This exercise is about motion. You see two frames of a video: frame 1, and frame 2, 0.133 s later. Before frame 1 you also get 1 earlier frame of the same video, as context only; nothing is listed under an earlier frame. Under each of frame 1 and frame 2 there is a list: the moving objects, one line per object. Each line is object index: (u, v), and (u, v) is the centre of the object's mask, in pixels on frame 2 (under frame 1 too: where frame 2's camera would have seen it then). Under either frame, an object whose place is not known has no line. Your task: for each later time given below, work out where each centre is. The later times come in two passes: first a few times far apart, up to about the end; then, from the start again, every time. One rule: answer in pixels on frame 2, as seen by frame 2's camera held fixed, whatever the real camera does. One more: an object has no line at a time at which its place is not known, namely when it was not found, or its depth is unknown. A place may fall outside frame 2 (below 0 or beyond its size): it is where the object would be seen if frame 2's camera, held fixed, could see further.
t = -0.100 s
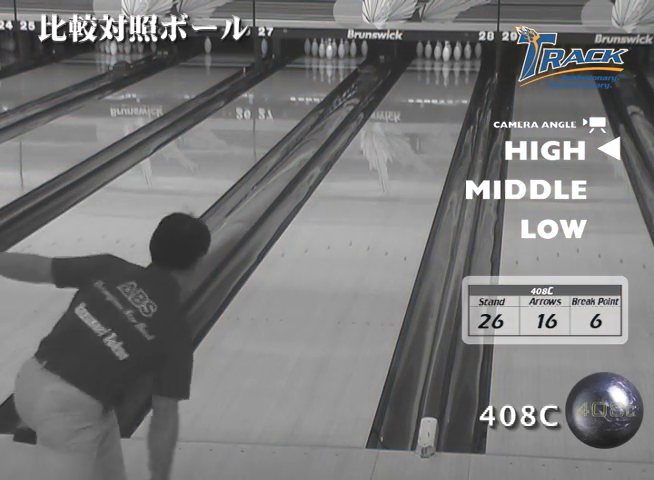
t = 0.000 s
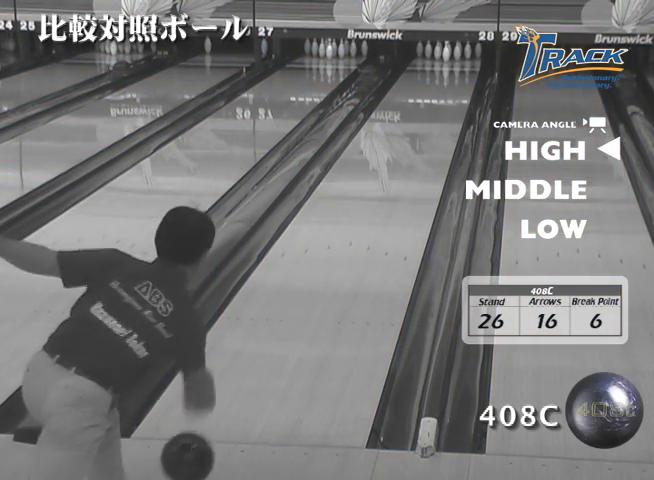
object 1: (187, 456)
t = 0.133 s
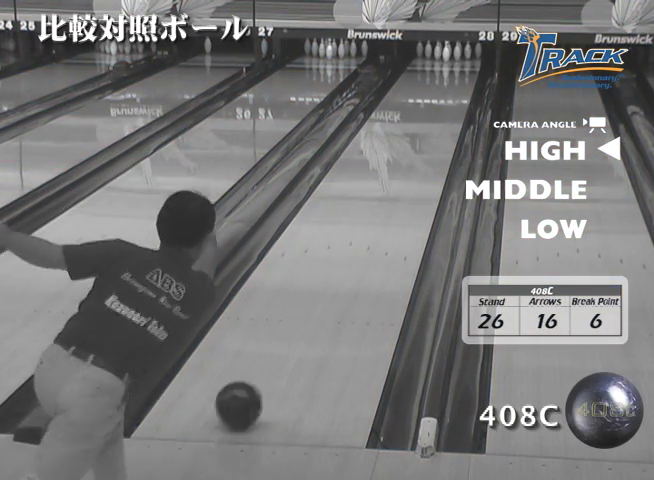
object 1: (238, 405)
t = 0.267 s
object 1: (278, 352)
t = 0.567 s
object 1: (341, 266)
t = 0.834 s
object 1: (379, 215)
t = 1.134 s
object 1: (409, 172)
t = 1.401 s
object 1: (429, 143)
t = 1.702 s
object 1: (445, 117)
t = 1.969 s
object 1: (454, 99)
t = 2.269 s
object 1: (460, 83)
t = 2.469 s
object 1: (459, 74)
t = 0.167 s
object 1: (249, 391)
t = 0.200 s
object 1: (260, 377)
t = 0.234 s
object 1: (269, 364)
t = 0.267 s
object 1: (278, 352)
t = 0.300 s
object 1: (287, 340)
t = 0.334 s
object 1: (295, 329)
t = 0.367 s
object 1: (302, 319)
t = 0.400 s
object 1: (310, 309)
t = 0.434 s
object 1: (317, 299)
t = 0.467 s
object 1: (323, 290)
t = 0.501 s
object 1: (330, 282)
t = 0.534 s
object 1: (335, 274)
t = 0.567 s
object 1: (341, 266)
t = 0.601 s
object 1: (347, 259)
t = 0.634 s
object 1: (352, 252)
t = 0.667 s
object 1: (357, 245)
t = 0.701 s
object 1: (361, 238)
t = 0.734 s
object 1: (366, 232)
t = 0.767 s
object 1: (371, 226)
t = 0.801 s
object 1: (375, 221)
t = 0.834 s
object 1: (379, 215)
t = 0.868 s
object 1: (383, 209)
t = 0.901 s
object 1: (386, 204)
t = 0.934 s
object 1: (390, 199)
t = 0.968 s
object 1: (393, 194)
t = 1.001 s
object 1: (397, 189)
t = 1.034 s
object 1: (400, 185)
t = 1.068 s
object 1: (403, 181)
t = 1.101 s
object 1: (406, 176)
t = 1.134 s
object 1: (409, 172)
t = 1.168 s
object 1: (412, 168)
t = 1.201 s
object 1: (415, 164)
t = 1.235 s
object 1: (417, 160)
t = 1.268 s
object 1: (420, 157)
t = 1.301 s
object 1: (422, 153)
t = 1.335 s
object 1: (424, 150)
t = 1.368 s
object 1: (427, 146)
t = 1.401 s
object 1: (429, 143)
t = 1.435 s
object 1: (431, 140)
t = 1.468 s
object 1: (433, 137)
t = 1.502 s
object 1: (435, 134)
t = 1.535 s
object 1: (437, 131)
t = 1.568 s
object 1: (439, 128)
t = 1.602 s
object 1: (440, 126)
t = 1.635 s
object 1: (442, 123)
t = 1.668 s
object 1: (444, 120)
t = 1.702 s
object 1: (445, 117)
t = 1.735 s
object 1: (446, 115)
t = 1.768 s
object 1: (448, 113)
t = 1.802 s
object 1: (449, 110)
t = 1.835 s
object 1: (450, 108)
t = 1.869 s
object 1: (452, 106)
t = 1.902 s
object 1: (453, 103)
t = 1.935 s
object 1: (454, 101)
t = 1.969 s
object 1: (454, 99)
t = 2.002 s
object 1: (456, 97)
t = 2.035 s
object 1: (456, 95)
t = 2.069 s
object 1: (457, 93)
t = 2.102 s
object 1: (458, 91)
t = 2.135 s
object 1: (458, 89)
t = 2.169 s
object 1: (459, 88)
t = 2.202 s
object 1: (459, 86)
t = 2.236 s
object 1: (460, 84)
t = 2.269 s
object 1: (460, 83)
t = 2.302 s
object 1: (460, 81)
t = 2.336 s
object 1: (460, 79)
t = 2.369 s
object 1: (459, 78)
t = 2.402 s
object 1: (460, 76)
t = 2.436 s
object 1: (459, 75)
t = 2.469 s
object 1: (459, 74)
